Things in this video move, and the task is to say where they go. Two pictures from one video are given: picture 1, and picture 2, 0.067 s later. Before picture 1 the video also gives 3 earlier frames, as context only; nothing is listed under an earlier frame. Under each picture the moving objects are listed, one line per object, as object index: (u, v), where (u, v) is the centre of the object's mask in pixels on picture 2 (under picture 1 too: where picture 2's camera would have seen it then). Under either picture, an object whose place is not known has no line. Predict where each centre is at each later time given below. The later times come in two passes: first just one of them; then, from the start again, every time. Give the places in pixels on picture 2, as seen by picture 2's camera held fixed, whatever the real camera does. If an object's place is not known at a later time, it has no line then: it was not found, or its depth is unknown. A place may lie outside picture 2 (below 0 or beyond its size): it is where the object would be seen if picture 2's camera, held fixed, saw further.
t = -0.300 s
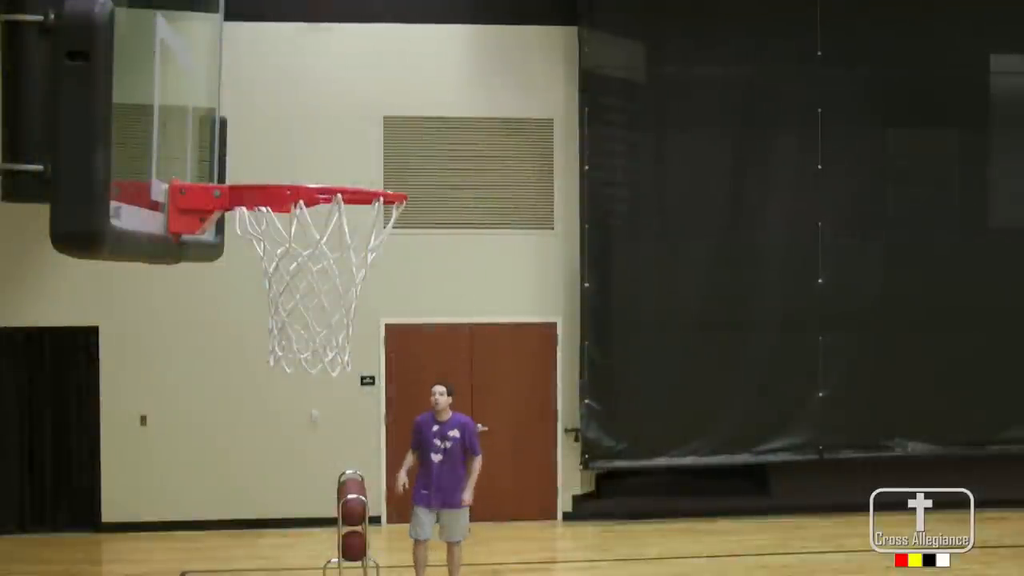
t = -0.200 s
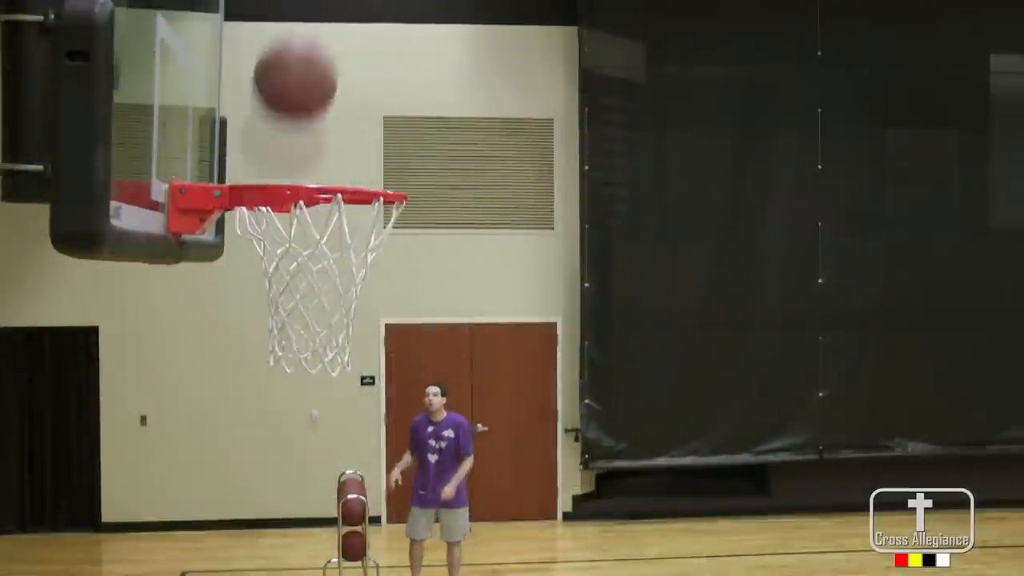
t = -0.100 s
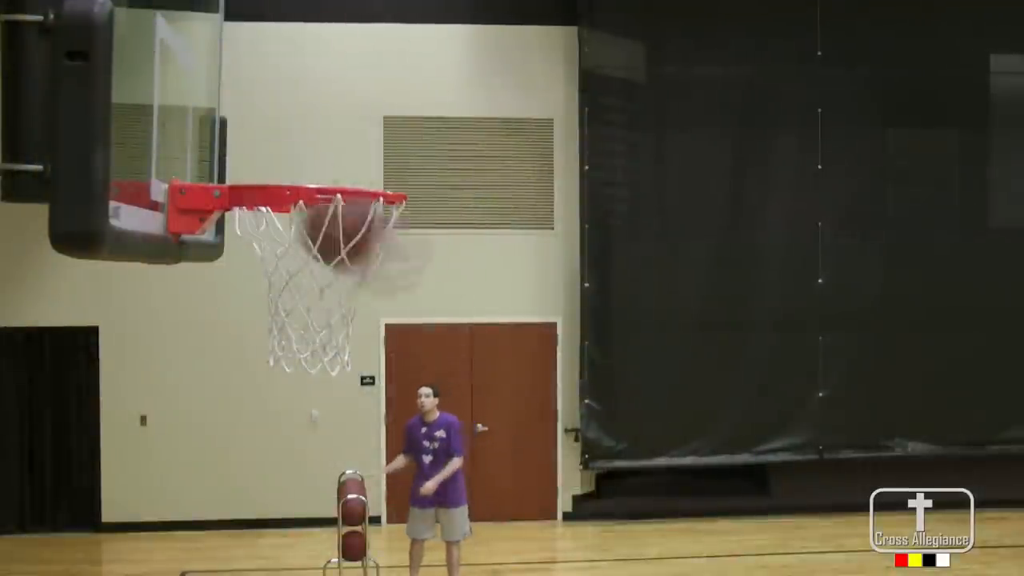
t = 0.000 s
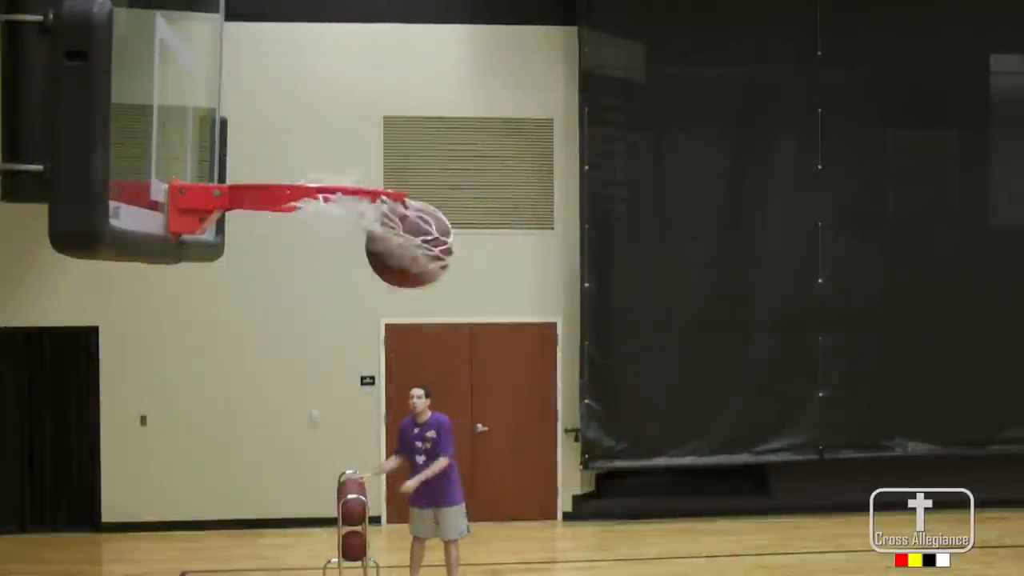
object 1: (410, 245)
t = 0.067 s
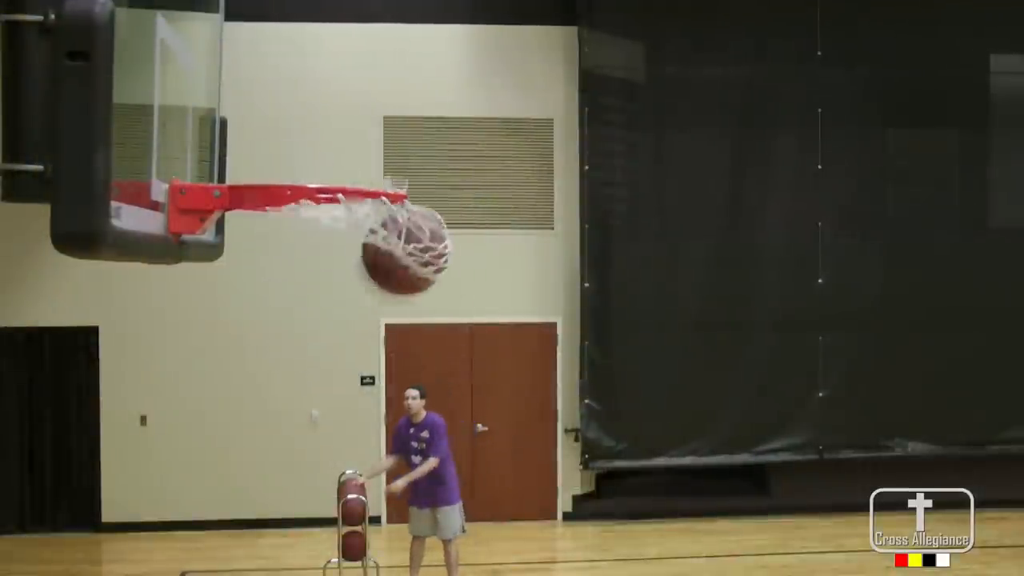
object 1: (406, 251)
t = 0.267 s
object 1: (350, 352)
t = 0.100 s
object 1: (401, 259)
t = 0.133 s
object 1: (394, 270)
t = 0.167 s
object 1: (381, 287)
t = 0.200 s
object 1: (371, 305)
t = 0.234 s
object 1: (361, 328)
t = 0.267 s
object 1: (350, 352)
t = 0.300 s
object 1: (340, 384)
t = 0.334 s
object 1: (329, 417)
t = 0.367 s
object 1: (319, 454)
